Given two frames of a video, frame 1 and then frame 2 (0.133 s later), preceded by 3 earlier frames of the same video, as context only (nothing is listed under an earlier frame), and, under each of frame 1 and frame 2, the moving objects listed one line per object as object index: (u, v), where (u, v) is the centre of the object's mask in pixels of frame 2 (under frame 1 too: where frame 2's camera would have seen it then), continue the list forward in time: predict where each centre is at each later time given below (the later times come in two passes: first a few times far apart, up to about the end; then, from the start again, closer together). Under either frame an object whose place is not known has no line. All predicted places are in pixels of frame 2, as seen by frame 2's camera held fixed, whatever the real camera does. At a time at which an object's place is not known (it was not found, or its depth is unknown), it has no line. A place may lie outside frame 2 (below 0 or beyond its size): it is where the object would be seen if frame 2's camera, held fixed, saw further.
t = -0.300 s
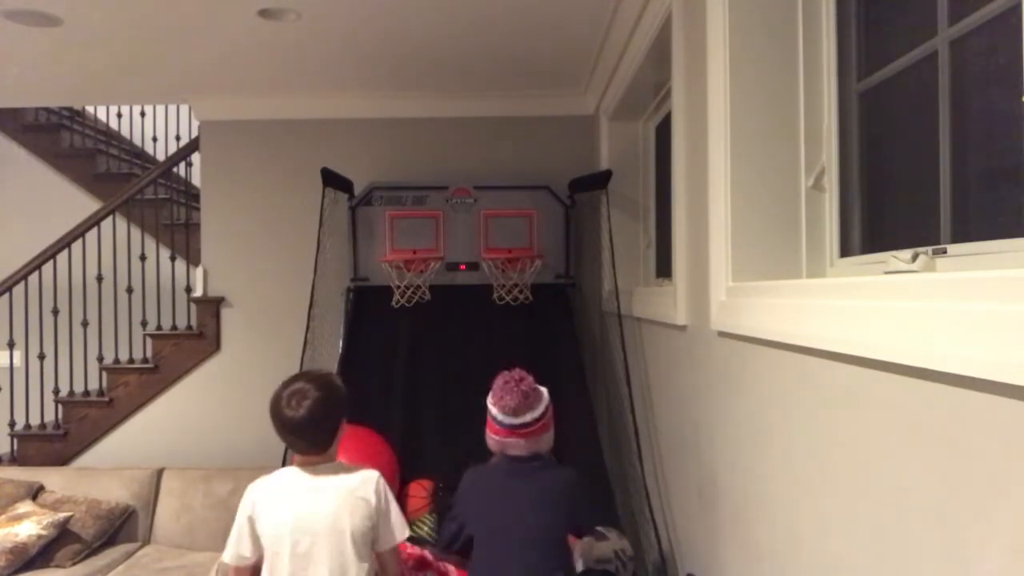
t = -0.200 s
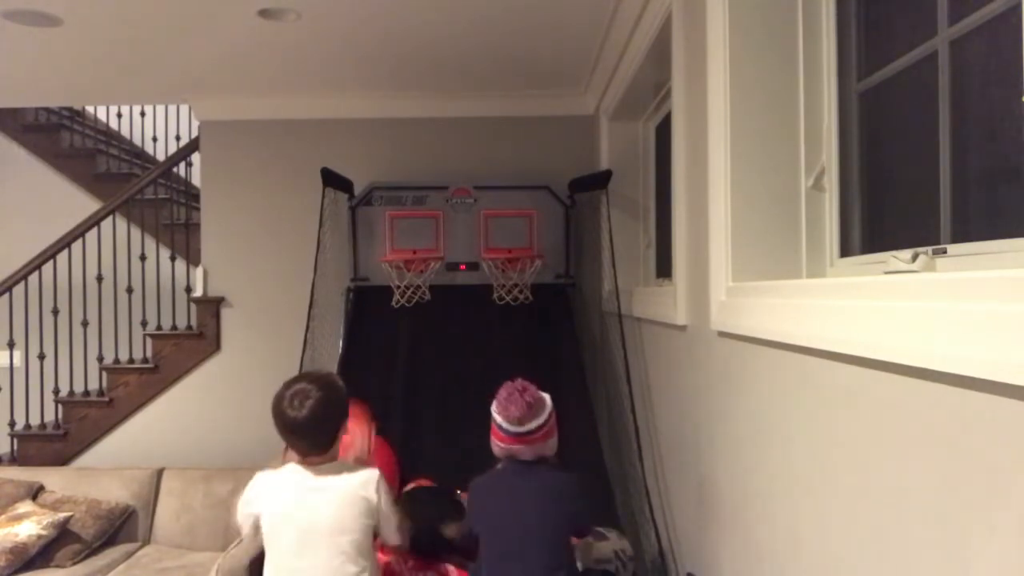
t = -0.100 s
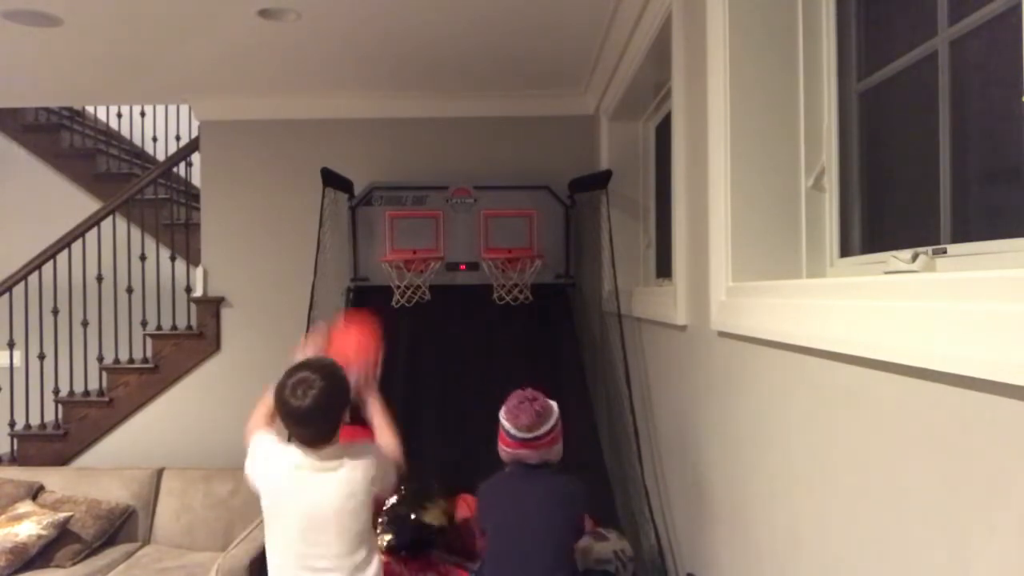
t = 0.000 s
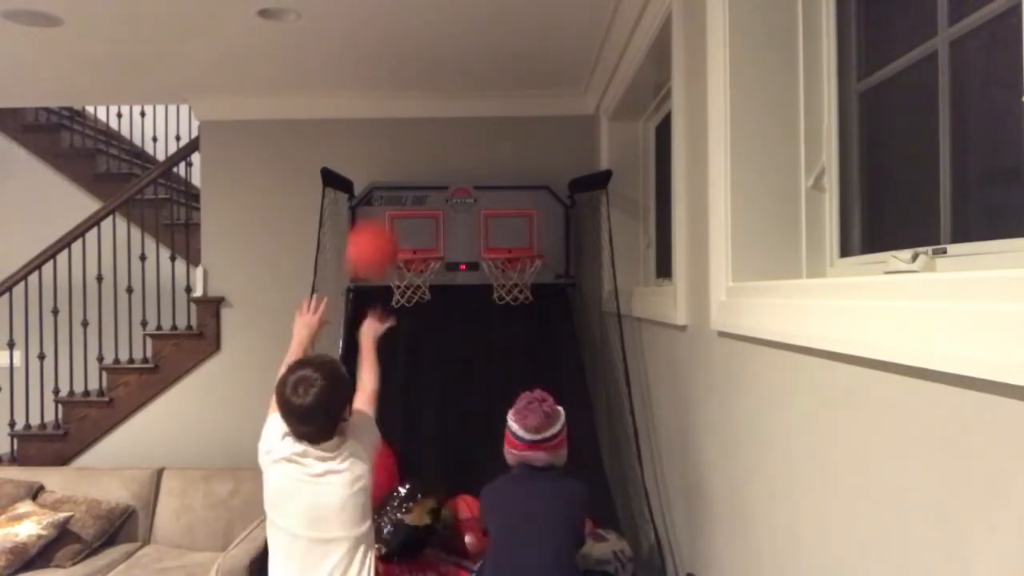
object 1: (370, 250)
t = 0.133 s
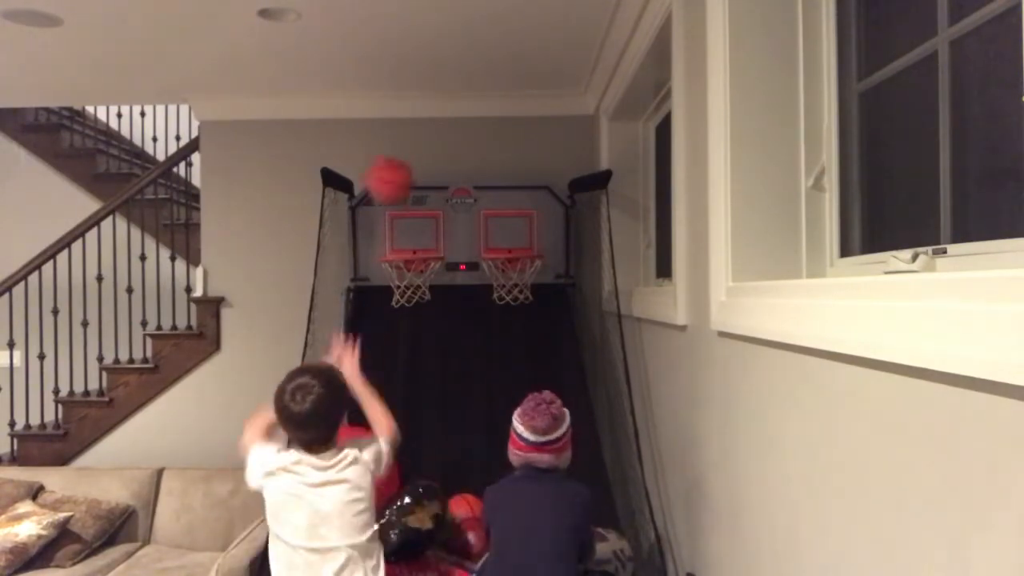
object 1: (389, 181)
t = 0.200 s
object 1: (396, 169)
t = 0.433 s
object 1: (419, 205)
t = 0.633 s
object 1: (389, 236)
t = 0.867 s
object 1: (315, 277)
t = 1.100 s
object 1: (348, 364)
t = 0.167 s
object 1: (393, 172)
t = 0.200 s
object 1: (396, 169)
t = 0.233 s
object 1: (399, 167)
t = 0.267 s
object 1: (403, 168)
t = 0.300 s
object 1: (406, 171)
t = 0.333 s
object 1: (409, 176)
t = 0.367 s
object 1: (412, 186)
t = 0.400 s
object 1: (415, 196)
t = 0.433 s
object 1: (419, 205)
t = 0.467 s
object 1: (422, 217)
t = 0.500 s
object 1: (422, 233)
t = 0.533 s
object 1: (422, 245)
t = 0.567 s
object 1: (412, 243)
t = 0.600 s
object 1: (401, 239)
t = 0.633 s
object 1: (389, 236)
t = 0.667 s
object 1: (376, 236)
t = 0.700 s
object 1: (365, 238)
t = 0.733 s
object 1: (350, 243)
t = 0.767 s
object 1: (340, 249)
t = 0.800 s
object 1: (330, 257)
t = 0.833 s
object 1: (319, 267)
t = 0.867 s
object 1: (315, 277)
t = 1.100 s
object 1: (348, 364)
